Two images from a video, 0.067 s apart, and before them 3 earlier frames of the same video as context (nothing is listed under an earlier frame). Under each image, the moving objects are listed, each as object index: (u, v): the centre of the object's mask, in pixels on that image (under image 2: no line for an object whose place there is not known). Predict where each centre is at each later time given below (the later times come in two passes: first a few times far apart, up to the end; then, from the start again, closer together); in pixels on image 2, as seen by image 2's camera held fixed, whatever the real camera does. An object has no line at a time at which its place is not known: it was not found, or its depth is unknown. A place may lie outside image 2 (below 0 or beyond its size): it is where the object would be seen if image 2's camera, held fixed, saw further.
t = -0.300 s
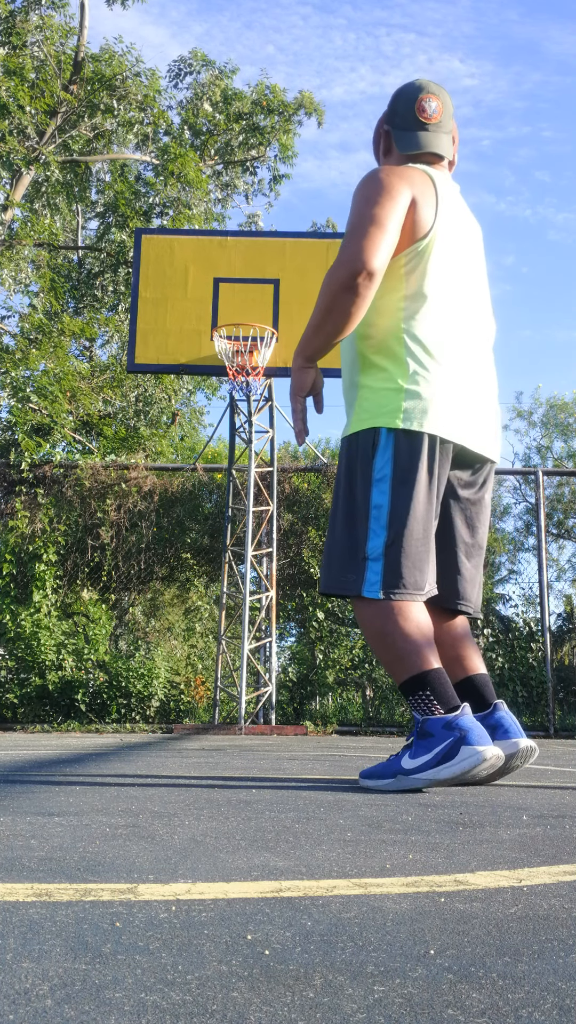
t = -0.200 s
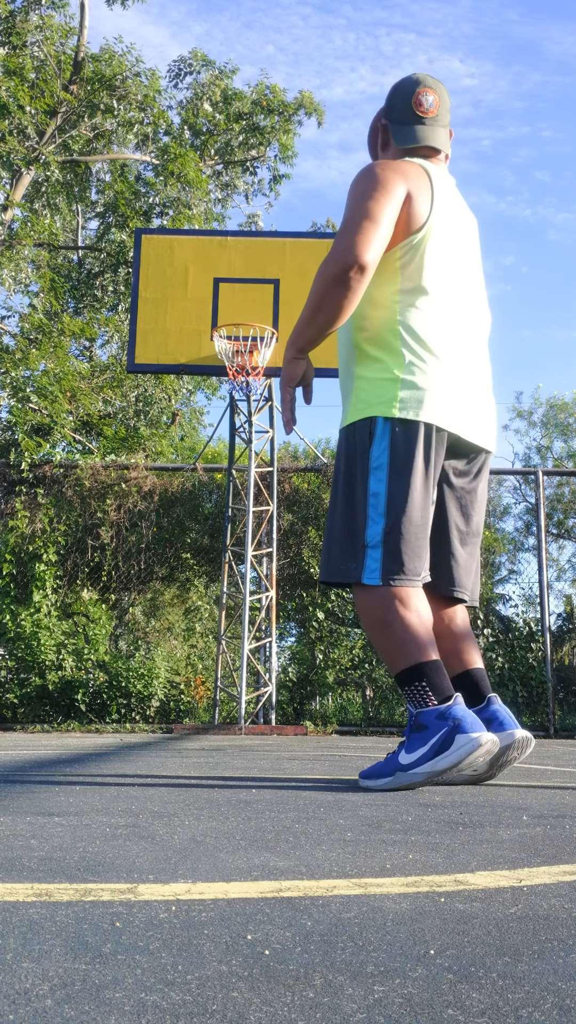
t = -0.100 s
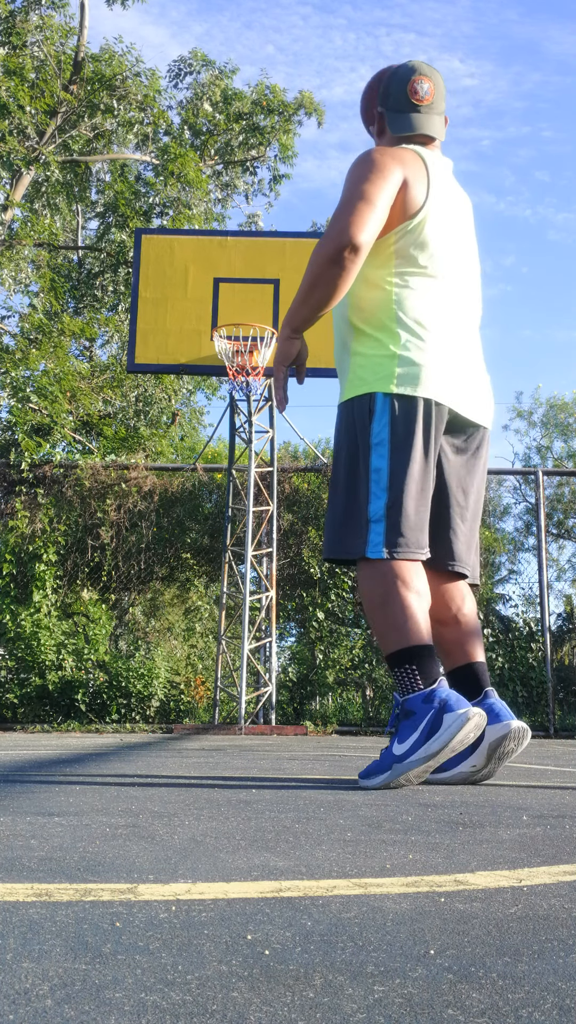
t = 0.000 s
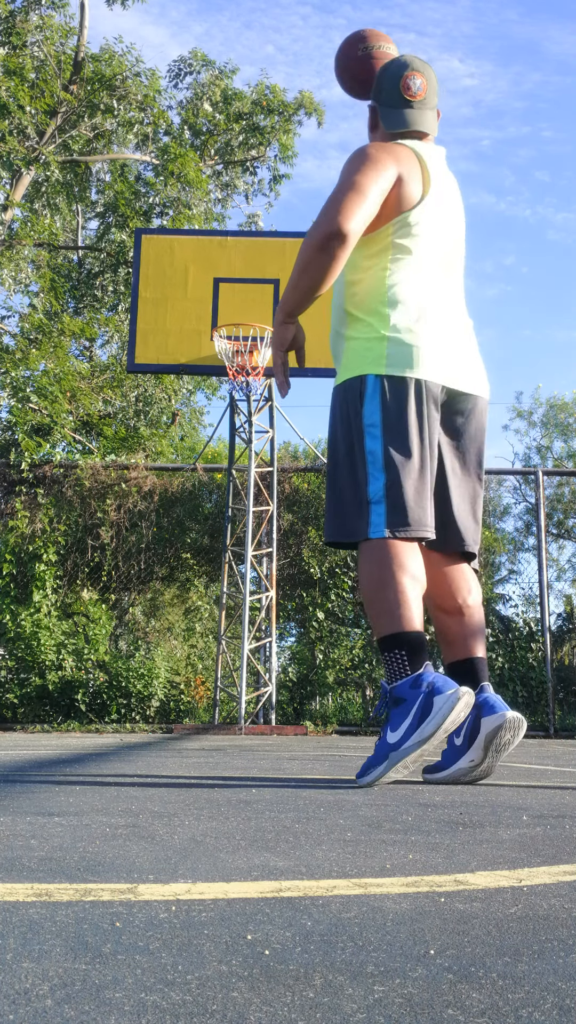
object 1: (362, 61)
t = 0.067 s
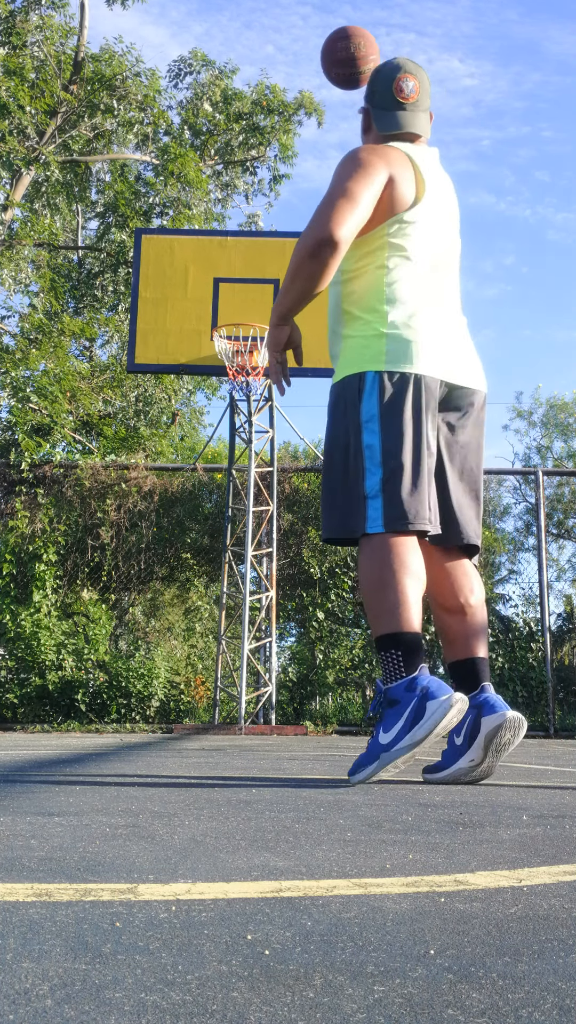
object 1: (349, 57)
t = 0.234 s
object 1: (319, 77)
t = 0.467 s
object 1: (291, 158)
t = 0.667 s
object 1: (273, 259)
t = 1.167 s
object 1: (241, 319)
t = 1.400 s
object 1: (225, 319)
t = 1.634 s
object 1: (238, 314)
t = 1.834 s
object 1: (264, 312)
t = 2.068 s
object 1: (283, 315)
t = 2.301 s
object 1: (303, 359)
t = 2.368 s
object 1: (308, 383)
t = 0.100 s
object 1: (342, 58)
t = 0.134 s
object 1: (336, 60)
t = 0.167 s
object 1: (330, 64)
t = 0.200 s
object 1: (324, 70)
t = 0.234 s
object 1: (319, 77)
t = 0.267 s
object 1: (315, 86)
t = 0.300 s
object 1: (310, 95)
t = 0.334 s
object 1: (307, 106)
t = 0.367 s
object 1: (302, 117)
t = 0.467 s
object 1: (291, 158)
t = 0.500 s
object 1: (288, 174)
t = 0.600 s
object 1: (279, 224)
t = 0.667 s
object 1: (273, 259)
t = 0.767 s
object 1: (257, 308)
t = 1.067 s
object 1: (252, 317)
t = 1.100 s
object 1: (248, 318)
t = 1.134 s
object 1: (244, 319)
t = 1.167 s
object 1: (241, 319)
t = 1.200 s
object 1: (239, 319)
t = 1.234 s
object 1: (237, 318)
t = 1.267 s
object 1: (234, 318)
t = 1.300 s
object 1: (232, 318)
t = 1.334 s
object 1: (230, 319)
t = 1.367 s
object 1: (227, 319)
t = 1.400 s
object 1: (225, 319)
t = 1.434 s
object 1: (224, 318)
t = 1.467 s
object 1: (225, 318)
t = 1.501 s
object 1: (226, 317)
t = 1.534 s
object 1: (227, 316)
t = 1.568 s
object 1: (229, 317)
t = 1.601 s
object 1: (234, 315)
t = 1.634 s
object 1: (238, 314)
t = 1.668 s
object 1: (243, 312)
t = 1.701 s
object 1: (247, 312)
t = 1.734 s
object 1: (252, 312)
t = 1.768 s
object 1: (256, 312)
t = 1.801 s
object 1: (260, 312)
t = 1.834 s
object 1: (264, 312)
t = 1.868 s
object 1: (267, 311)
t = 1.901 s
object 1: (270, 311)
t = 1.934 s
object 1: (272, 312)
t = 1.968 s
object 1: (275, 313)
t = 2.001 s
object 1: (277, 314)
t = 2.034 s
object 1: (280, 314)
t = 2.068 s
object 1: (283, 315)
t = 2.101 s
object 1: (286, 317)
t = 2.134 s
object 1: (289, 320)
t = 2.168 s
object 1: (291, 325)
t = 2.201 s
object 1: (295, 331)
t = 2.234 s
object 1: (297, 339)
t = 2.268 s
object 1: (300, 348)
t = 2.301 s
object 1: (303, 359)
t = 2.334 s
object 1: (306, 370)
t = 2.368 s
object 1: (308, 383)
